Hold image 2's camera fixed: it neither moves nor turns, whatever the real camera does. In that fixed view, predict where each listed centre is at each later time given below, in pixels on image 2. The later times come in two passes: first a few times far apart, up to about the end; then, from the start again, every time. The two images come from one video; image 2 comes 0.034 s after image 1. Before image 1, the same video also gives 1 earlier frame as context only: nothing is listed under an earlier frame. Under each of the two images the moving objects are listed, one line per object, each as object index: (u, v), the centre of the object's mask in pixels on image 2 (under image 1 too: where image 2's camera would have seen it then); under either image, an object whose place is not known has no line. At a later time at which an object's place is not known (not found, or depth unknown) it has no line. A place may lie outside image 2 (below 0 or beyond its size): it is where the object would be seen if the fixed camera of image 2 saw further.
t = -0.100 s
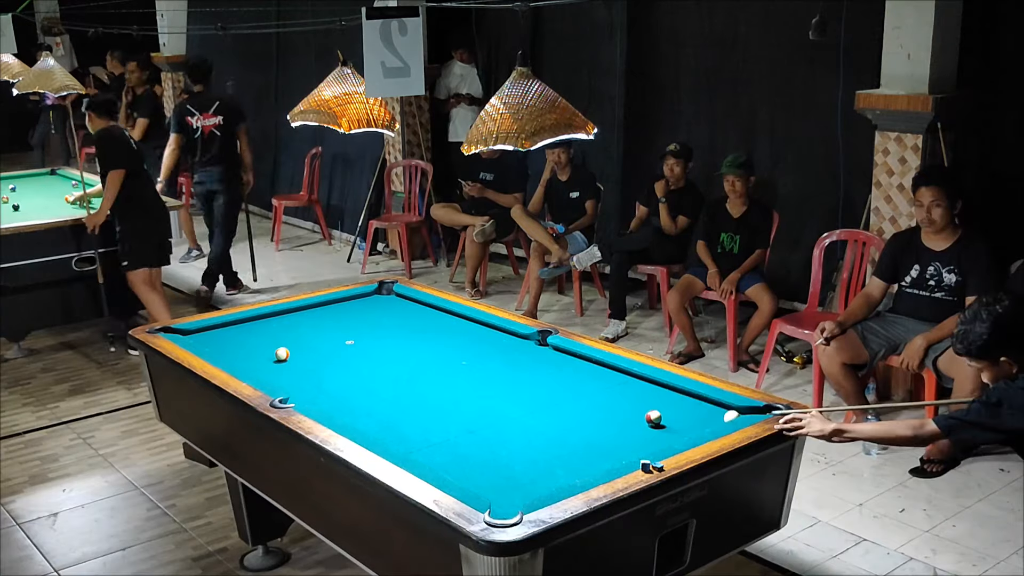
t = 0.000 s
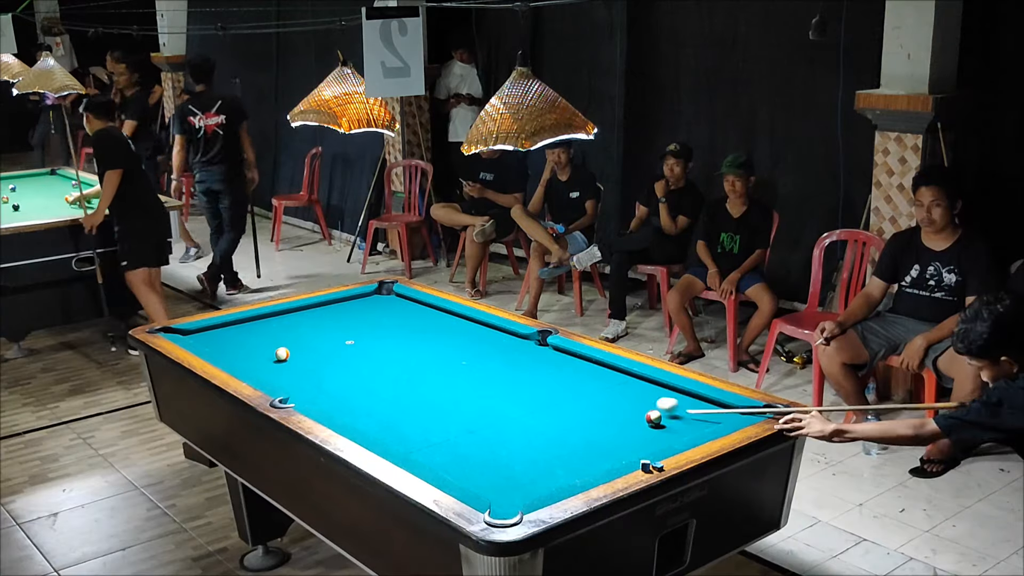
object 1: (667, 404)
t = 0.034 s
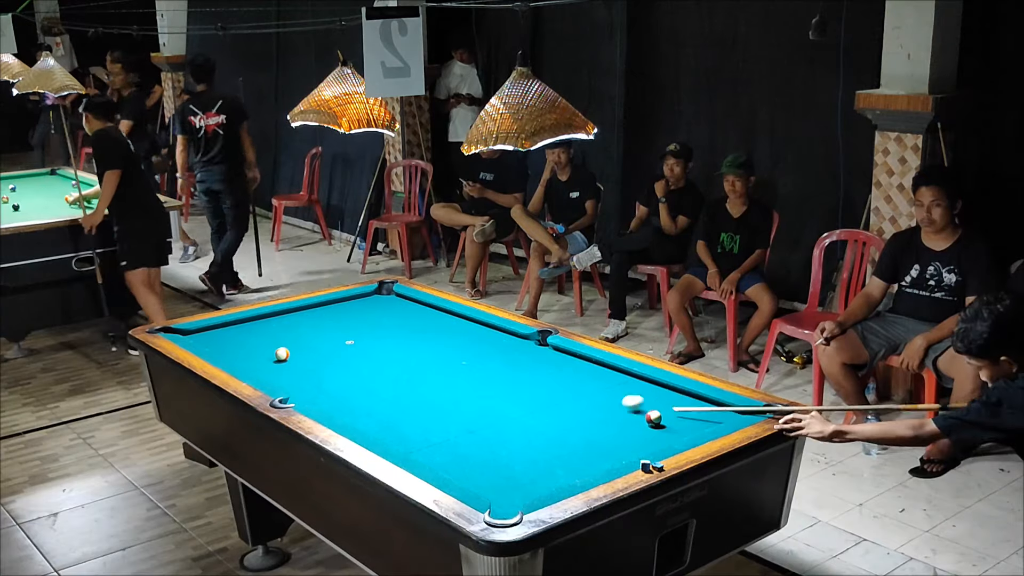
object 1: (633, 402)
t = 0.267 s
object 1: (419, 373)
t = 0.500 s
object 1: (284, 359)
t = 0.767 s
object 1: (240, 360)
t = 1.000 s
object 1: (253, 351)
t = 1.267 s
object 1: (266, 340)
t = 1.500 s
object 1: (276, 332)
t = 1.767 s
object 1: (285, 324)
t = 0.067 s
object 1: (599, 396)
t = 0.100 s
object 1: (567, 392)
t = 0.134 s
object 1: (535, 388)
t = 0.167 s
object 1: (505, 384)
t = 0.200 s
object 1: (475, 380)
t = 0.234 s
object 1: (447, 376)
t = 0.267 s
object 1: (419, 373)
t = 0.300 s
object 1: (391, 369)
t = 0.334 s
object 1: (364, 365)
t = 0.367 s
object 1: (338, 362)
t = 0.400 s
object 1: (312, 358)
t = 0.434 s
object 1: (291, 356)
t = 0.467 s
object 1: (288, 358)
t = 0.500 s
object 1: (284, 359)
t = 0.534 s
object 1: (279, 360)
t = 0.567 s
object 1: (273, 361)
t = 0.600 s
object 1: (266, 361)
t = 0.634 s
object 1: (259, 362)
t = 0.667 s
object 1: (252, 363)
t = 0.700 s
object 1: (244, 362)
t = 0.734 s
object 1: (237, 361)
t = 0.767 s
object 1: (240, 360)
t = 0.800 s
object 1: (241, 359)
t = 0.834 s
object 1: (243, 358)
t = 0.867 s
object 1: (245, 356)
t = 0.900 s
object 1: (247, 355)
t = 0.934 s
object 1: (249, 353)
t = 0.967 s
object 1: (251, 352)
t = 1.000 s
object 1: (253, 351)
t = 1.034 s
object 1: (254, 349)
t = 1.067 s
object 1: (256, 348)
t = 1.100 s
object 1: (258, 346)
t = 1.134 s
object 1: (259, 345)
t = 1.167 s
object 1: (261, 344)
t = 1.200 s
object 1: (263, 342)
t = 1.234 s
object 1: (264, 341)
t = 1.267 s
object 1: (266, 340)
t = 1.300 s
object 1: (267, 339)
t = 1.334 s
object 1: (269, 337)
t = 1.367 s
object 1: (270, 336)
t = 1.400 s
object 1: (271, 335)
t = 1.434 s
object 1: (273, 334)
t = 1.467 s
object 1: (274, 333)
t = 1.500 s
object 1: (276, 332)
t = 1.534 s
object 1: (277, 331)
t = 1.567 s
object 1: (278, 330)
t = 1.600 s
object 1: (279, 329)
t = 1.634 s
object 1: (280, 328)
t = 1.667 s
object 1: (282, 327)
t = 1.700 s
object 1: (283, 326)
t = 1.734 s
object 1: (284, 325)
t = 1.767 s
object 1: (285, 324)
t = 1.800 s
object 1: (286, 323)
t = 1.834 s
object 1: (287, 322)
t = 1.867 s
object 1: (288, 321)
